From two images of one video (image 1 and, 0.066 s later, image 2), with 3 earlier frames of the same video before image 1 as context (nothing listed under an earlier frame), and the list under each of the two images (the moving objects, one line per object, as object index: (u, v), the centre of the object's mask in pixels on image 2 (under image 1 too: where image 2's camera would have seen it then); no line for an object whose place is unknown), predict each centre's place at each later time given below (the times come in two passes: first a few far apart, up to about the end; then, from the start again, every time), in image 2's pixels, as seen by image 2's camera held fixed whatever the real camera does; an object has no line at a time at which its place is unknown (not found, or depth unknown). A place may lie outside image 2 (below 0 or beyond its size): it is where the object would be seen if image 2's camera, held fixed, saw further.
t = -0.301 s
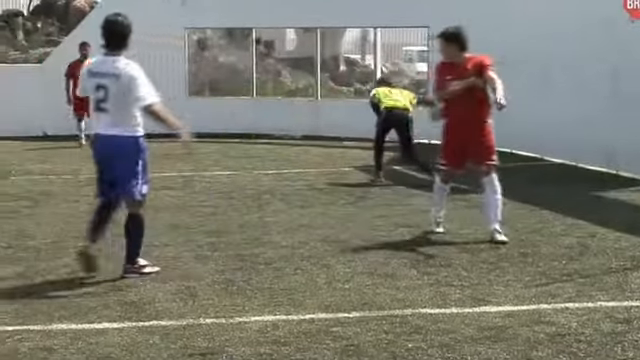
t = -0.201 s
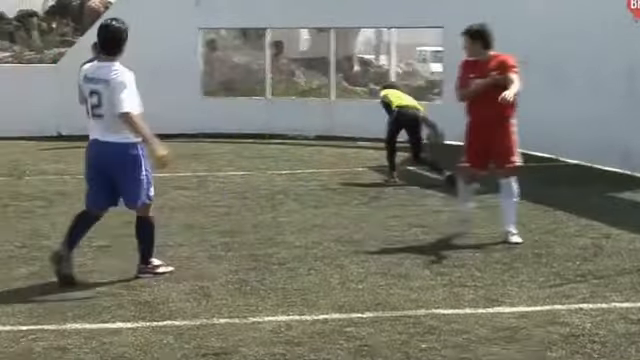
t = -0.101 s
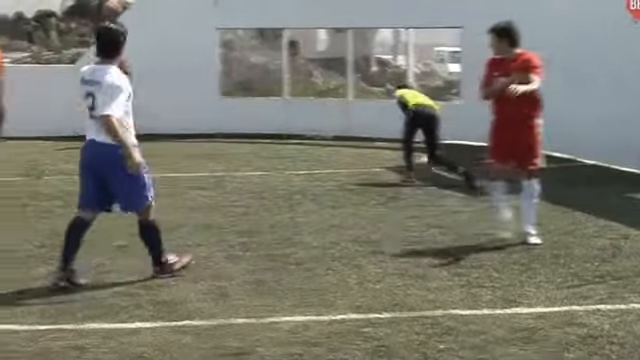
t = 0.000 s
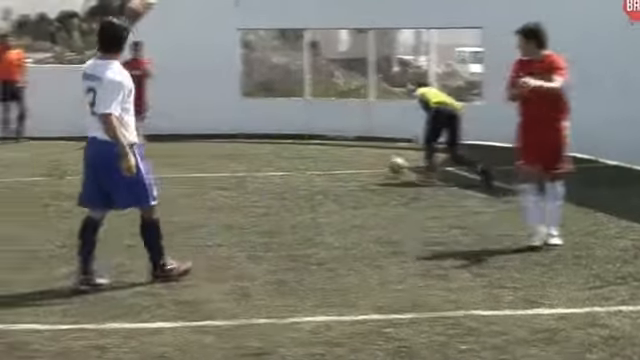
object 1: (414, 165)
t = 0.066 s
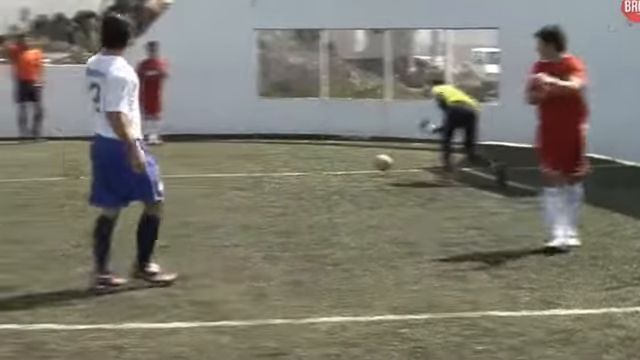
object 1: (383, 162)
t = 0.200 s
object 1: (328, 163)
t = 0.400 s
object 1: (261, 159)
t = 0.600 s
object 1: (201, 155)
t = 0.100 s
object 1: (368, 162)
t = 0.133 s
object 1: (355, 163)
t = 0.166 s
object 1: (342, 164)
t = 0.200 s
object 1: (328, 163)
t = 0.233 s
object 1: (316, 161)
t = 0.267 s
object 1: (305, 159)
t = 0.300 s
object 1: (293, 159)
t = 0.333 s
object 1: (282, 158)
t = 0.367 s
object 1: (272, 160)
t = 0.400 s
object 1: (261, 159)
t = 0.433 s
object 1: (250, 156)
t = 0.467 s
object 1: (240, 155)
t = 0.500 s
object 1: (230, 154)
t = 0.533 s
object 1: (219, 154)
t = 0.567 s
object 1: (210, 156)
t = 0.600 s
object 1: (201, 155)
